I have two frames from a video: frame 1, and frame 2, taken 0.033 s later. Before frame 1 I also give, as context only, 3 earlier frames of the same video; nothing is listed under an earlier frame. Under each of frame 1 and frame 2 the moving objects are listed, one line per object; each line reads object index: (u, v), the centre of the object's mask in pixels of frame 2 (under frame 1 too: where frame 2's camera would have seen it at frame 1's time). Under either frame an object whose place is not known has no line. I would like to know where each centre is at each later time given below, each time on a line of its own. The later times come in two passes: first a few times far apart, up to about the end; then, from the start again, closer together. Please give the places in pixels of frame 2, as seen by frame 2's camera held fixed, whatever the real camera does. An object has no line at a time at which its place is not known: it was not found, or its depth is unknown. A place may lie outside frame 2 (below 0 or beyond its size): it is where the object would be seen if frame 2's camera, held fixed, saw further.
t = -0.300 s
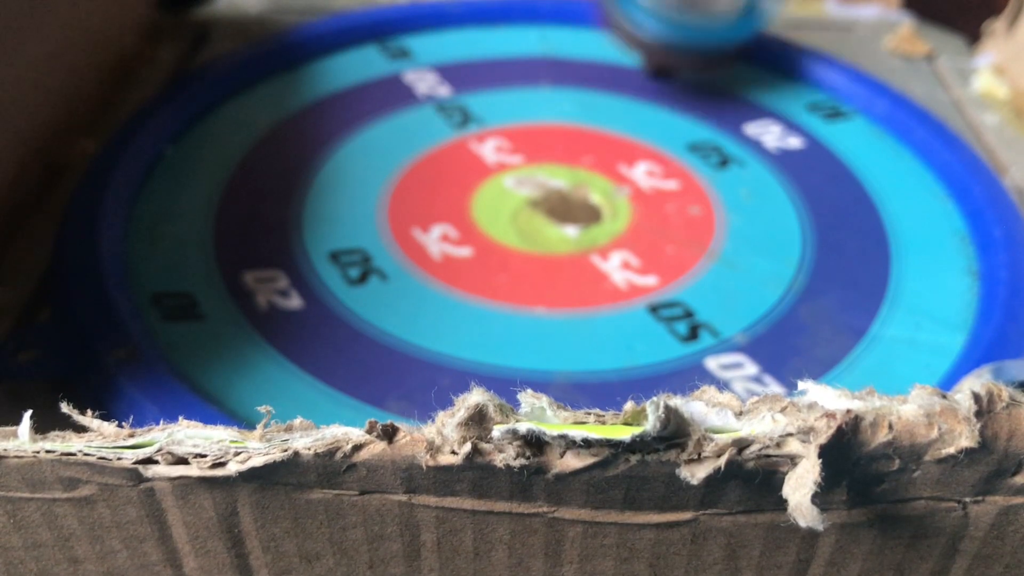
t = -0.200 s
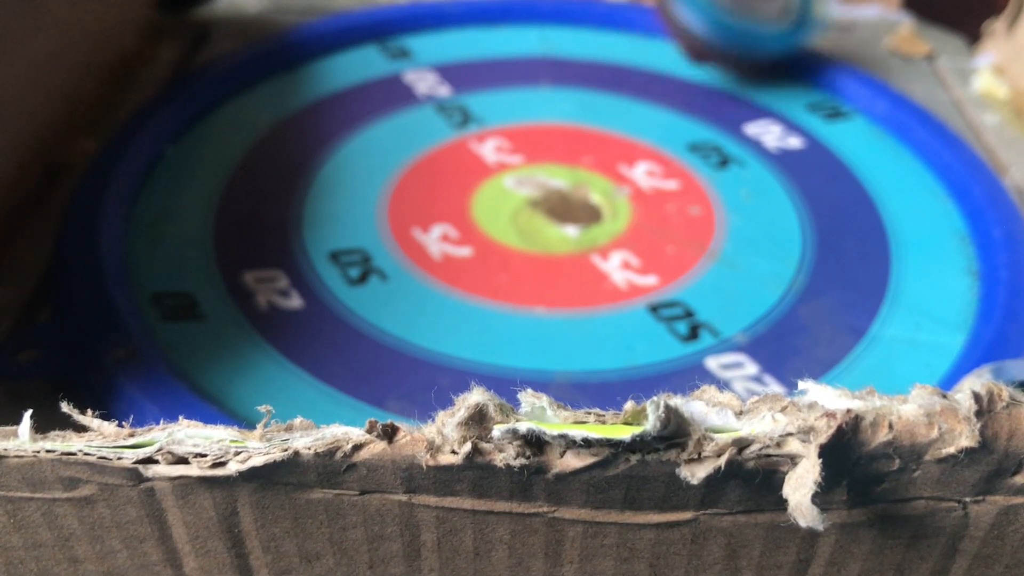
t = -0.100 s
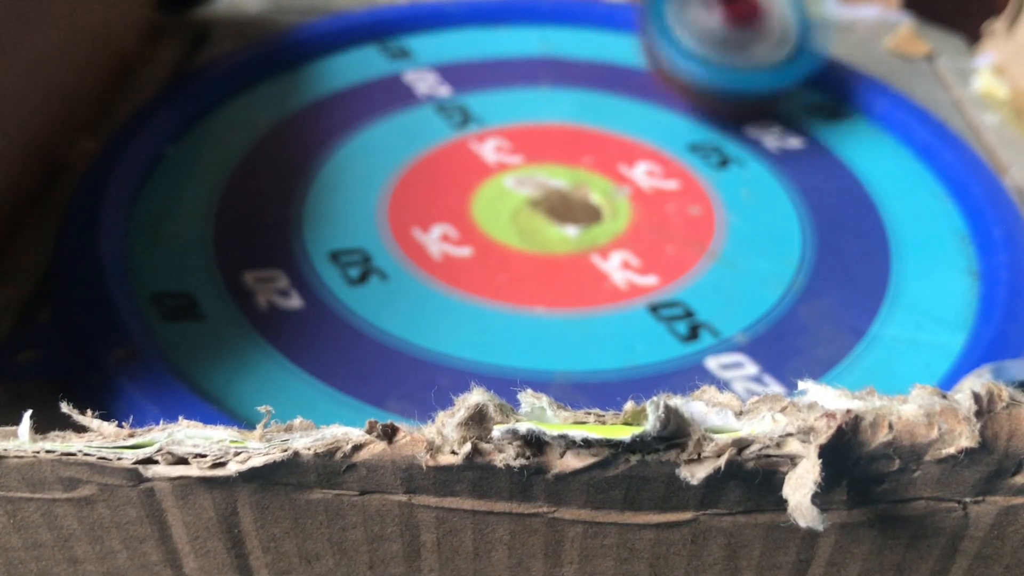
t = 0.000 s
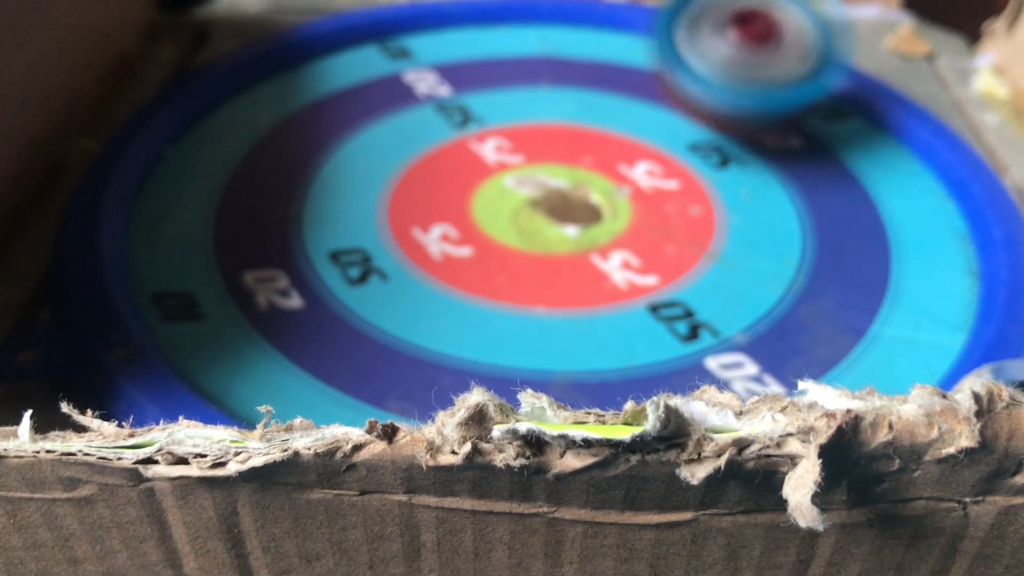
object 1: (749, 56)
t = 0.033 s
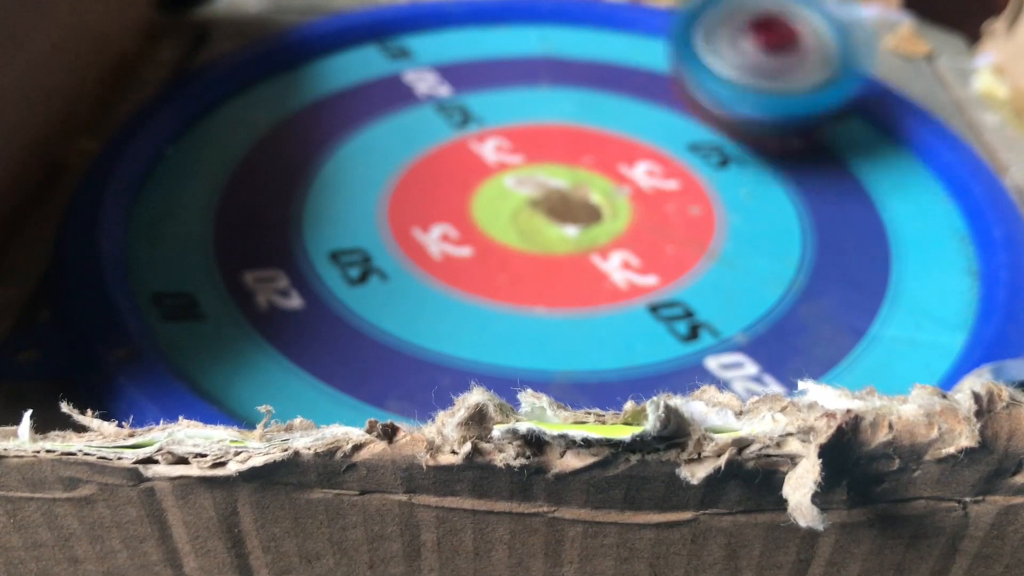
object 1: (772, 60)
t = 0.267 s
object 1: (863, 100)
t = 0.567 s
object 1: (733, 279)
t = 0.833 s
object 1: (748, 286)
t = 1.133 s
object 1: (514, 221)
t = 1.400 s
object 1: (349, 180)
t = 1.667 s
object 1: (268, 201)
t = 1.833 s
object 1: (349, 208)
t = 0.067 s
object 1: (791, 64)
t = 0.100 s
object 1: (822, 67)
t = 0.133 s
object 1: (860, 66)
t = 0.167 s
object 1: (892, 75)
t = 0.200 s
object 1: (927, 75)
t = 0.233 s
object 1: (908, 73)
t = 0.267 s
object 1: (863, 100)
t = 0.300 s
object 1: (828, 89)
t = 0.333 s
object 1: (790, 100)
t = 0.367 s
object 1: (745, 141)
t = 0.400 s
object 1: (730, 139)
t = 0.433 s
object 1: (711, 162)
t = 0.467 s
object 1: (701, 183)
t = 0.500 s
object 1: (705, 203)
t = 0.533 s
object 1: (707, 231)
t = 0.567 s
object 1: (733, 279)
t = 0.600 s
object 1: (760, 309)
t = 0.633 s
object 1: (795, 319)
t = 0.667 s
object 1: (786, 321)
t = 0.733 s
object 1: (782, 311)
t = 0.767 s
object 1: (778, 305)
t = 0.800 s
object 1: (761, 294)
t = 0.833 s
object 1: (748, 286)
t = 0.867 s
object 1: (709, 274)
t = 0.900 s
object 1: (685, 255)
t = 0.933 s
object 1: (656, 258)
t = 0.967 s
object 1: (622, 248)
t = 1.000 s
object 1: (603, 242)
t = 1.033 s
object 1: (575, 226)
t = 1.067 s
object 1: (553, 230)
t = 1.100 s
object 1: (532, 225)
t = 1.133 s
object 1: (514, 221)
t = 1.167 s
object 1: (497, 214)
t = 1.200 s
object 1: (477, 212)
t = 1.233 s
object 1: (457, 205)
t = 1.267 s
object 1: (437, 197)
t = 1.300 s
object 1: (412, 193)
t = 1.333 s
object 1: (388, 190)
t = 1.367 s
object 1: (368, 186)
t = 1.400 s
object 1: (349, 180)
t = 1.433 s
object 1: (325, 175)
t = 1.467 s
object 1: (309, 177)
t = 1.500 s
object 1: (295, 178)
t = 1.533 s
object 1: (279, 180)
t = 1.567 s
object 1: (270, 185)
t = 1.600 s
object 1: (265, 191)
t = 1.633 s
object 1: (264, 196)
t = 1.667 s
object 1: (268, 201)
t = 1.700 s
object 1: (282, 207)
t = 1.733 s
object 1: (298, 210)
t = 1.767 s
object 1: (311, 211)
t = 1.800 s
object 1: (330, 216)
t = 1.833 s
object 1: (349, 208)
